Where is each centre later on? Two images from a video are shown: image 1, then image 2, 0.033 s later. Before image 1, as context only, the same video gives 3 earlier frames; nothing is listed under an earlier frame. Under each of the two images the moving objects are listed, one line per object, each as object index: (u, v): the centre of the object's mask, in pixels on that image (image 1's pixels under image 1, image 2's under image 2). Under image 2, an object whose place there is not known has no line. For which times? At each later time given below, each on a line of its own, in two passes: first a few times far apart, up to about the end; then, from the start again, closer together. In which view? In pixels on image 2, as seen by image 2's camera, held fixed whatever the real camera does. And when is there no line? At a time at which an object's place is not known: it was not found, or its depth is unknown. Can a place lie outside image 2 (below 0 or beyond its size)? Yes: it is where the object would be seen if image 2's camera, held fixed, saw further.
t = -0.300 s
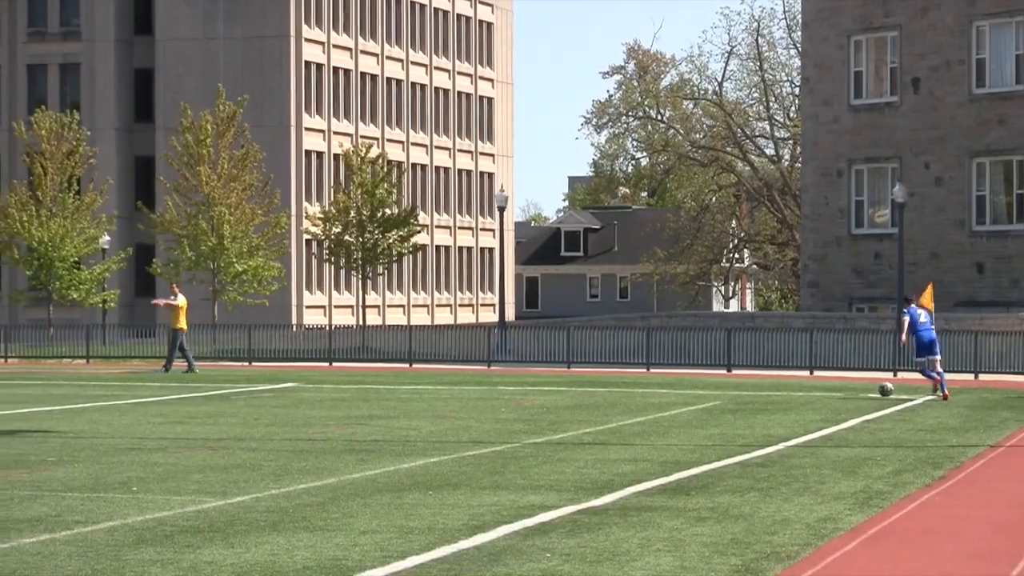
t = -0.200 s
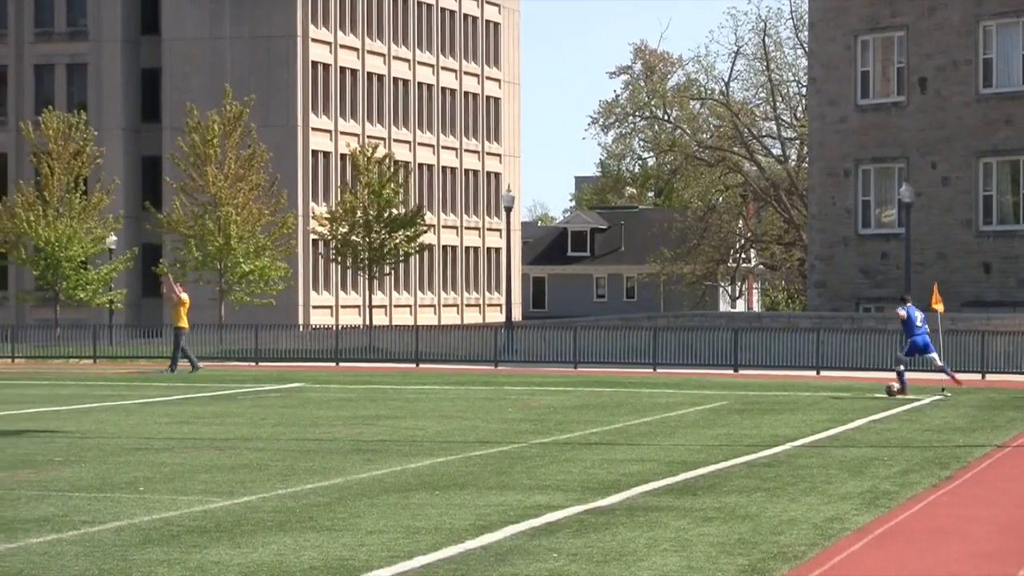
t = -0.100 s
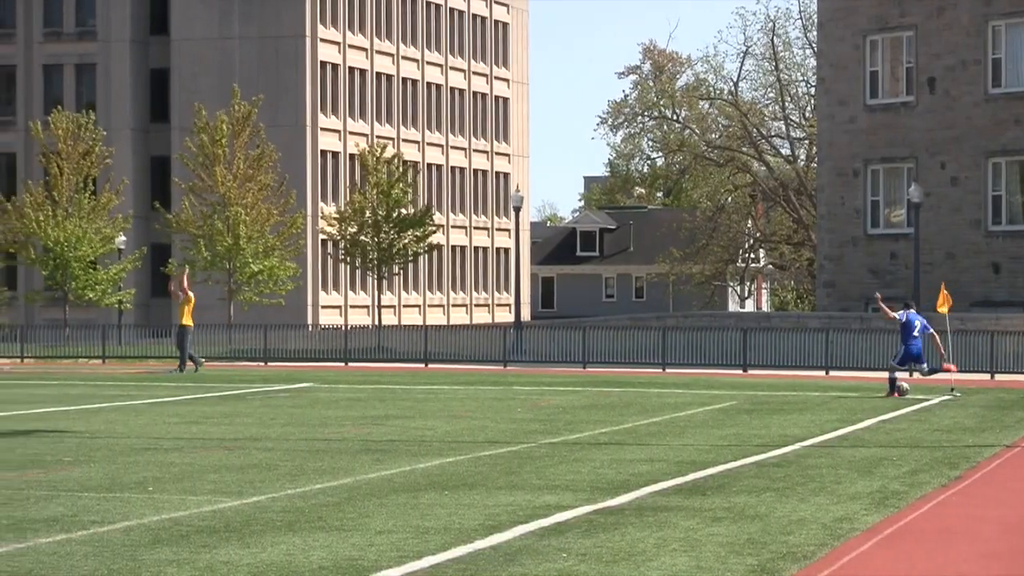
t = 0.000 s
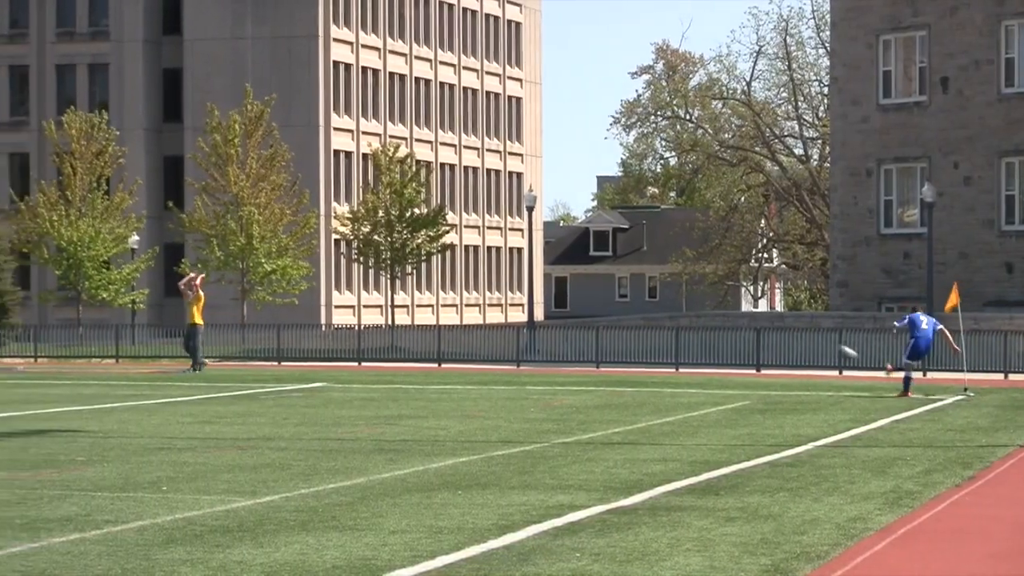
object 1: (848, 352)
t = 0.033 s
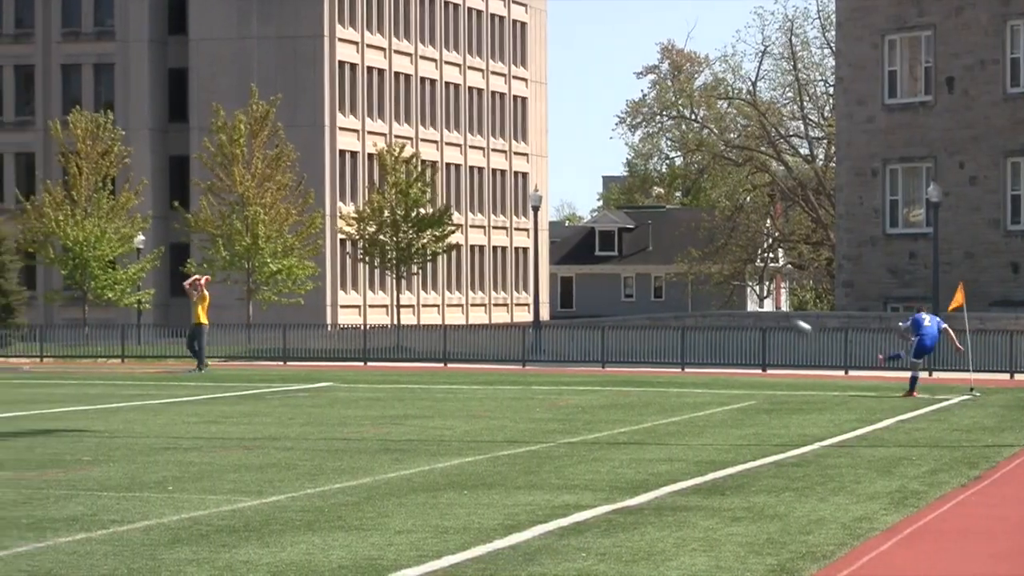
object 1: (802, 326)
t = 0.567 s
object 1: (89, 51)
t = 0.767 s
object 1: (-158, -8)
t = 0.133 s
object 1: (656, 258)
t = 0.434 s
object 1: (256, 102)
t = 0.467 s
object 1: (213, 89)
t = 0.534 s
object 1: (130, 62)
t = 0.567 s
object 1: (89, 51)
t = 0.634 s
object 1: (7, 27)
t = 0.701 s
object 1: (-76, 8)
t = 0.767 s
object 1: (-158, -8)
